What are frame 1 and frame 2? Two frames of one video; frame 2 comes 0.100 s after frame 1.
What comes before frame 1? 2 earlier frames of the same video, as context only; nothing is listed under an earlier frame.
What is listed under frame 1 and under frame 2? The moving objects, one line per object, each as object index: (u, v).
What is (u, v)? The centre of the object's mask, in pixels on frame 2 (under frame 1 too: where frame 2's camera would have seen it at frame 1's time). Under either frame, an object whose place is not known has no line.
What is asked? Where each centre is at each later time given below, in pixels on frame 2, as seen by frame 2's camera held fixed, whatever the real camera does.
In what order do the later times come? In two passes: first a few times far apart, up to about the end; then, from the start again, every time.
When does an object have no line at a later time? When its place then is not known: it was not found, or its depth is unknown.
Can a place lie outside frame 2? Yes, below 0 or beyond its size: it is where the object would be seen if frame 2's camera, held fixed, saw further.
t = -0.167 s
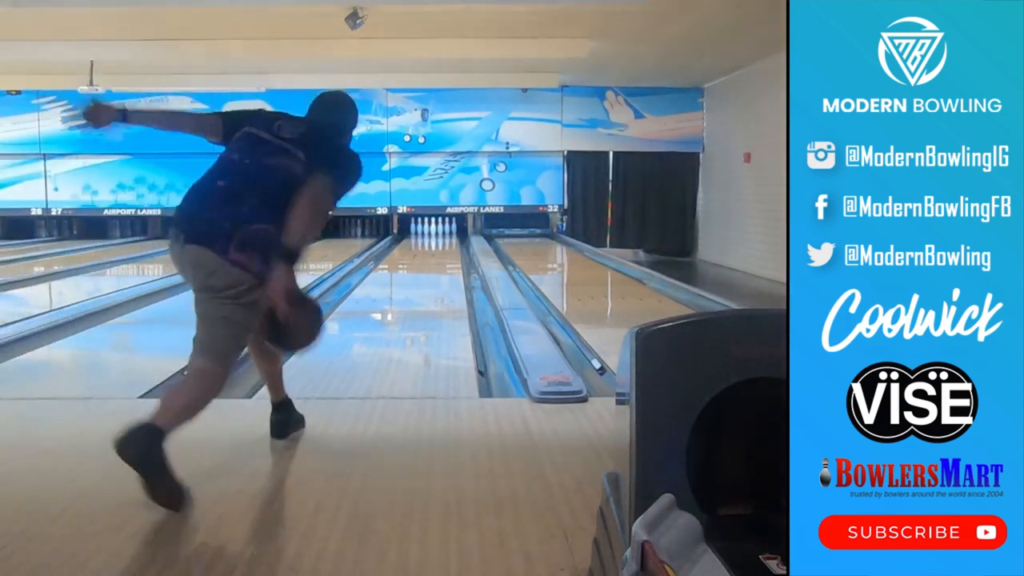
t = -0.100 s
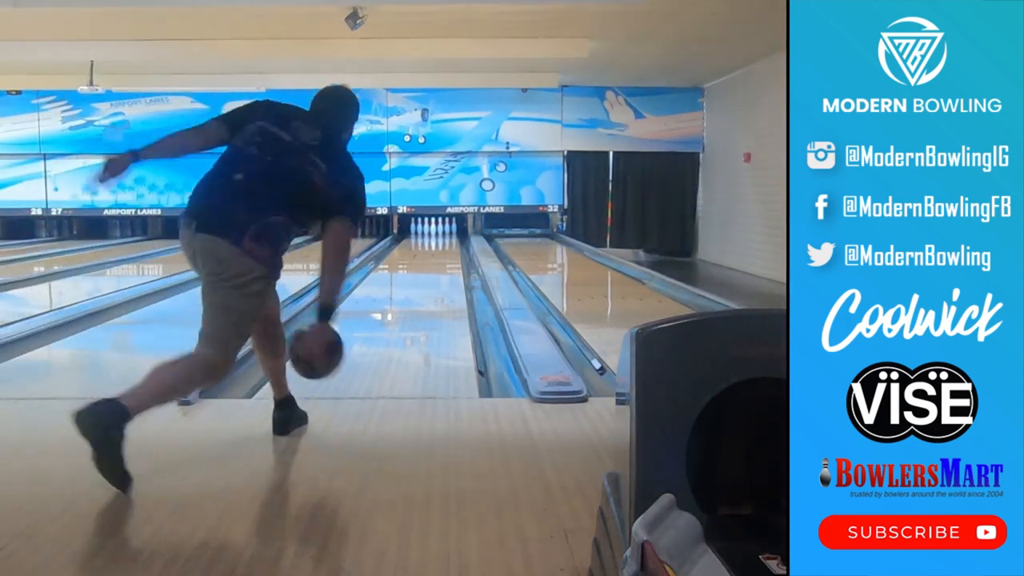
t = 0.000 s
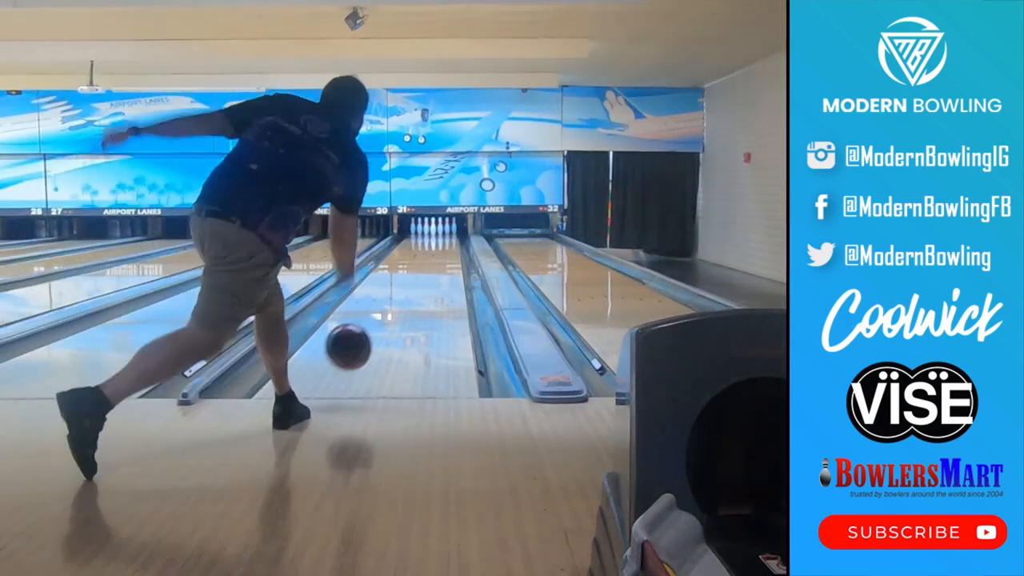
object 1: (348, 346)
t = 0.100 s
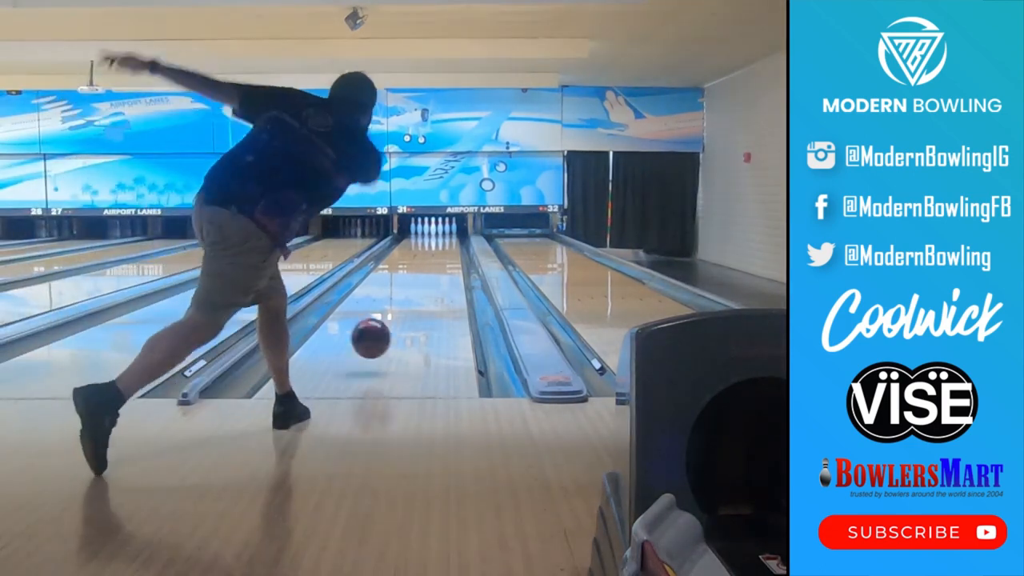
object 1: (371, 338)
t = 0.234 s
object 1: (392, 325)
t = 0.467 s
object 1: (416, 295)
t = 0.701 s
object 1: (431, 276)
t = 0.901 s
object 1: (439, 265)
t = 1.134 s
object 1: (445, 256)
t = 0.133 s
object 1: (377, 339)
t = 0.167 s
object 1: (382, 338)
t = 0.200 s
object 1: (387, 331)
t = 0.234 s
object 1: (392, 325)
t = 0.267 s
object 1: (397, 320)
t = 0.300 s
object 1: (400, 315)
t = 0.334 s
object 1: (404, 310)
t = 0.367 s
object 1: (407, 306)
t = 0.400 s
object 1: (410, 302)
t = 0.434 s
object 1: (413, 298)
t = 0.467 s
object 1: (416, 295)
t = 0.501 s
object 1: (418, 292)
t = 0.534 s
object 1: (421, 288)
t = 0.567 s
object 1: (423, 285)
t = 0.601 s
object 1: (425, 284)
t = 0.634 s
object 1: (427, 280)
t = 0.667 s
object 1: (429, 278)
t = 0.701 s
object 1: (431, 276)
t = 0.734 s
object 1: (432, 274)
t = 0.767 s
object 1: (433, 272)
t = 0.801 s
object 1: (435, 270)
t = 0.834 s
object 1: (437, 268)
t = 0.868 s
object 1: (438, 267)
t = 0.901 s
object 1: (439, 265)
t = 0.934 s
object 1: (440, 264)
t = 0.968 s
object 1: (441, 263)
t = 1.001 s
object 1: (442, 261)
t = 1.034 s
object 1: (443, 260)
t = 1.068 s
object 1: (444, 258)
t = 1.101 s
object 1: (445, 257)
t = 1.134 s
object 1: (445, 256)
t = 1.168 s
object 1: (446, 255)
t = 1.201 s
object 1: (447, 253)
